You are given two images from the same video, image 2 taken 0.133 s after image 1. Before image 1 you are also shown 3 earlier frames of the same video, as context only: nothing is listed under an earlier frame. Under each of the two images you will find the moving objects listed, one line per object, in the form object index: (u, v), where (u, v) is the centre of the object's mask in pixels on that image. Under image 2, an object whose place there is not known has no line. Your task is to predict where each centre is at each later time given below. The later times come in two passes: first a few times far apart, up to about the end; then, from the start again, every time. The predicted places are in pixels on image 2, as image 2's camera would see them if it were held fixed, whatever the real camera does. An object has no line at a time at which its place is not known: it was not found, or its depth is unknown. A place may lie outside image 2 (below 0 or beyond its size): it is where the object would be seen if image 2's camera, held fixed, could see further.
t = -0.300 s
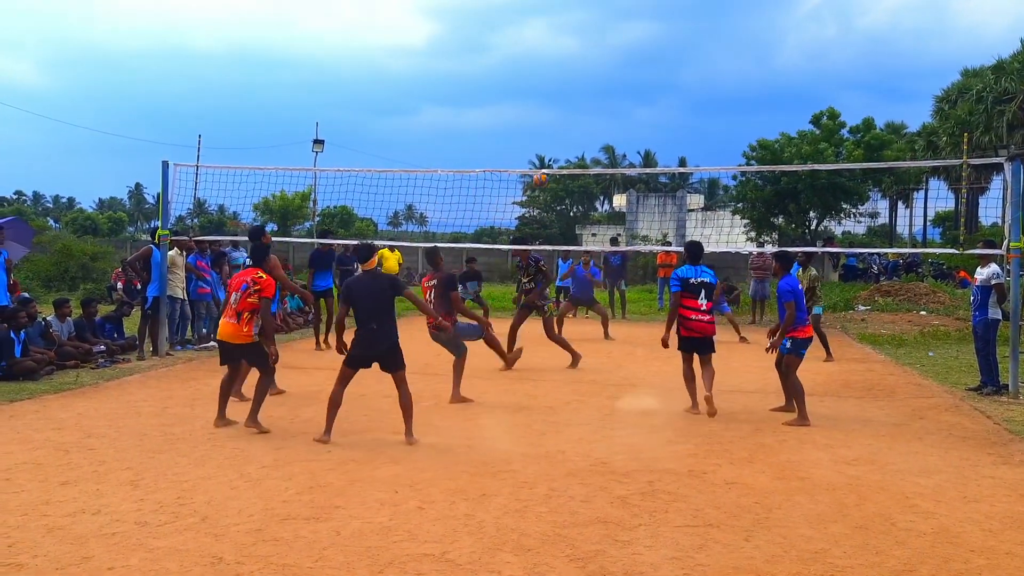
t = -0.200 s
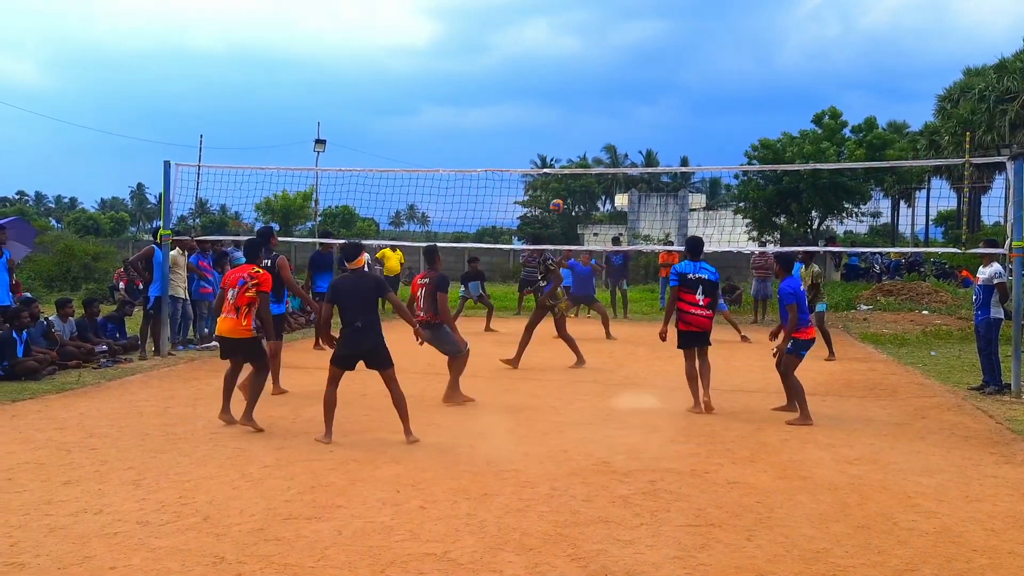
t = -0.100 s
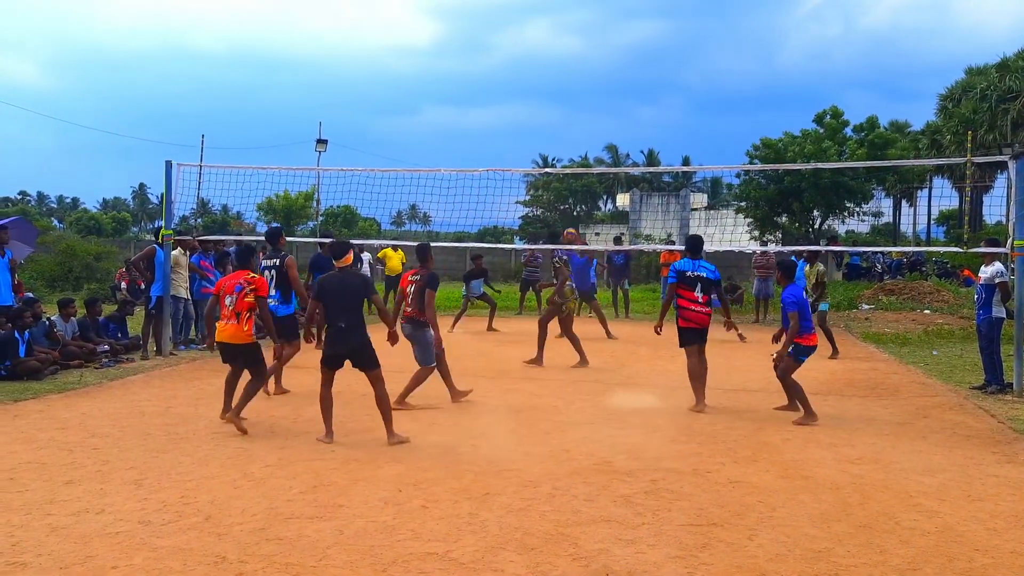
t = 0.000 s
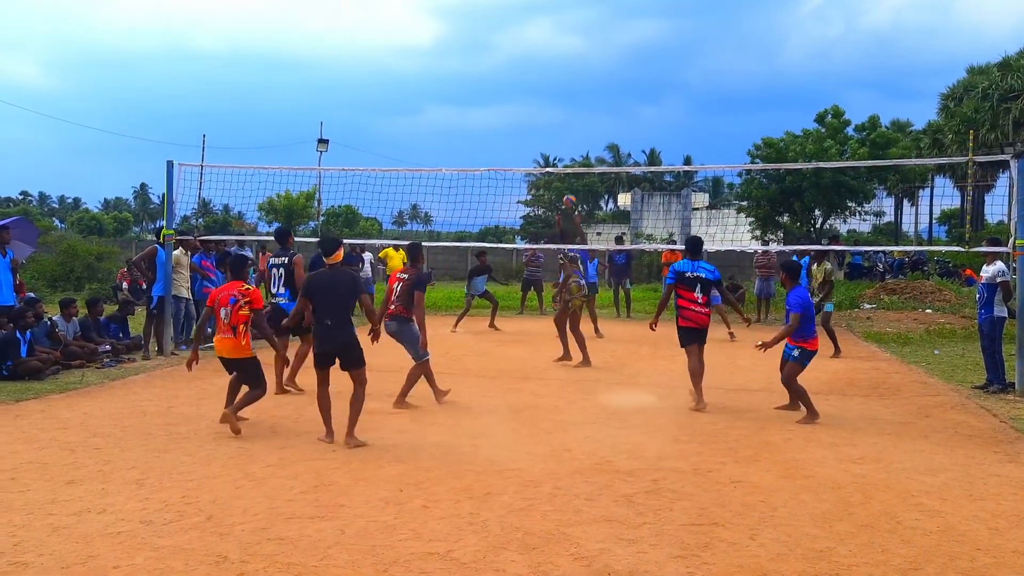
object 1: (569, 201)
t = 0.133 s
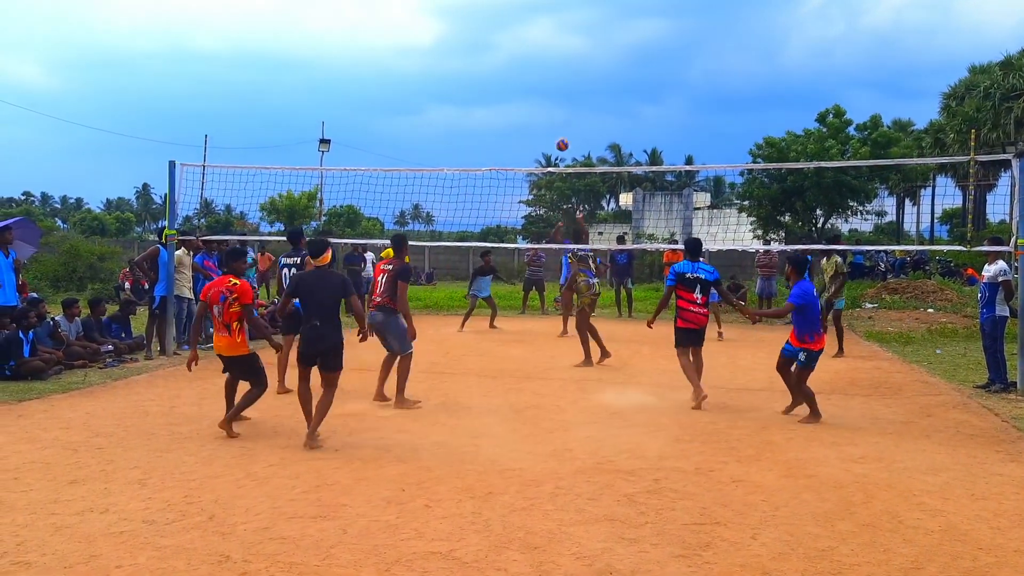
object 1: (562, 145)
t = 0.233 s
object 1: (556, 109)
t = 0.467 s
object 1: (541, 45)
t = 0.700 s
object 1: (523, 14)
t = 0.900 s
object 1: (505, 15)
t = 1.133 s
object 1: (483, 52)
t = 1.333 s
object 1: (463, 117)
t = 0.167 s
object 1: (560, 132)
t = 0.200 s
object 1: (558, 120)
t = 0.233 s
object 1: (556, 109)
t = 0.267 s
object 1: (554, 98)
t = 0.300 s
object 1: (552, 87)
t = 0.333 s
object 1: (550, 78)
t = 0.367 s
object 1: (548, 69)
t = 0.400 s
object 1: (546, 60)
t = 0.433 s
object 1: (543, 52)
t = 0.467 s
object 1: (541, 45)
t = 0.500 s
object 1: (538, 38)
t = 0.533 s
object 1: (536, 32)
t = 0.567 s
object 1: (534, 27)
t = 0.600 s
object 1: (531, 23)
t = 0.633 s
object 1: (528, 19)
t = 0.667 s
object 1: (526, 16)
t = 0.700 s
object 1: (523, 14)
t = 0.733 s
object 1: (520, 12)
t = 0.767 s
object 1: (517, 11)
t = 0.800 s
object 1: (514, 11)
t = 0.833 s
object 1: (511, 11)
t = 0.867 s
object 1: (508, 13)
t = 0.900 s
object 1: (505, 15)
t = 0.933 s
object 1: (502, 18)
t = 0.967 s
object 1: (499, 22)
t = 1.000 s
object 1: (496, 26)
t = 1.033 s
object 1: (492, 32)
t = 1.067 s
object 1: (489, 38)
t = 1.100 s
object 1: (486, 44)
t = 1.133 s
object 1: (483, 52)
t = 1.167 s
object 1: (480, 61)
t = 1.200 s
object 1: (476, 70)
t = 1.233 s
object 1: (473, 81)
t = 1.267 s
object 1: (469, 92)
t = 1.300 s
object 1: (466, 104)
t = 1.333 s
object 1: (463, 117)
